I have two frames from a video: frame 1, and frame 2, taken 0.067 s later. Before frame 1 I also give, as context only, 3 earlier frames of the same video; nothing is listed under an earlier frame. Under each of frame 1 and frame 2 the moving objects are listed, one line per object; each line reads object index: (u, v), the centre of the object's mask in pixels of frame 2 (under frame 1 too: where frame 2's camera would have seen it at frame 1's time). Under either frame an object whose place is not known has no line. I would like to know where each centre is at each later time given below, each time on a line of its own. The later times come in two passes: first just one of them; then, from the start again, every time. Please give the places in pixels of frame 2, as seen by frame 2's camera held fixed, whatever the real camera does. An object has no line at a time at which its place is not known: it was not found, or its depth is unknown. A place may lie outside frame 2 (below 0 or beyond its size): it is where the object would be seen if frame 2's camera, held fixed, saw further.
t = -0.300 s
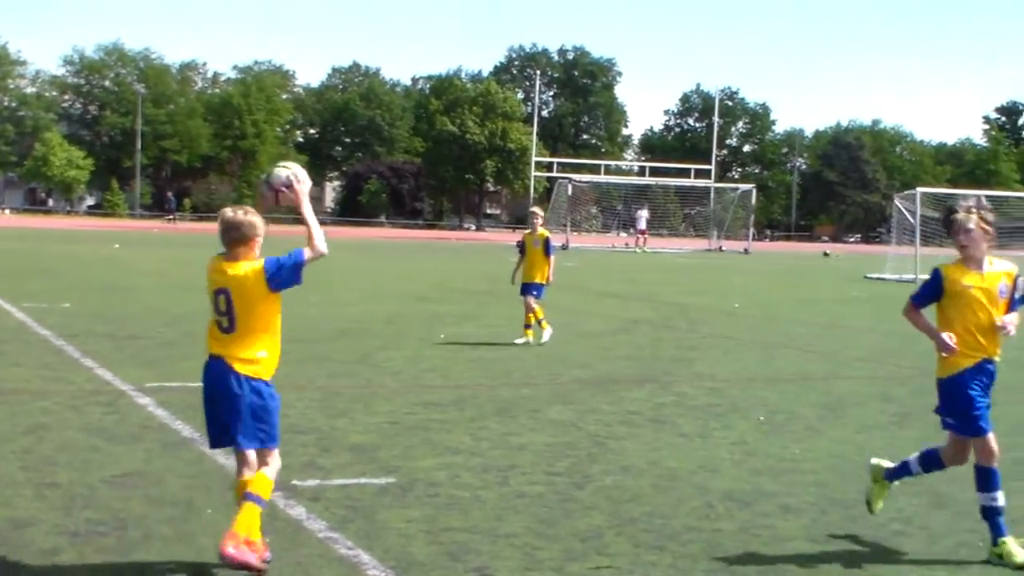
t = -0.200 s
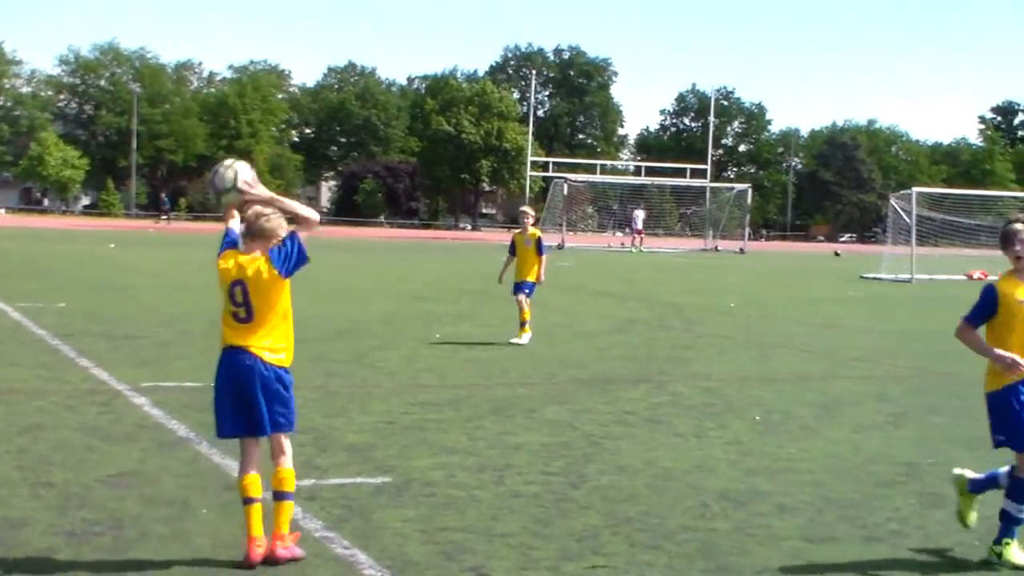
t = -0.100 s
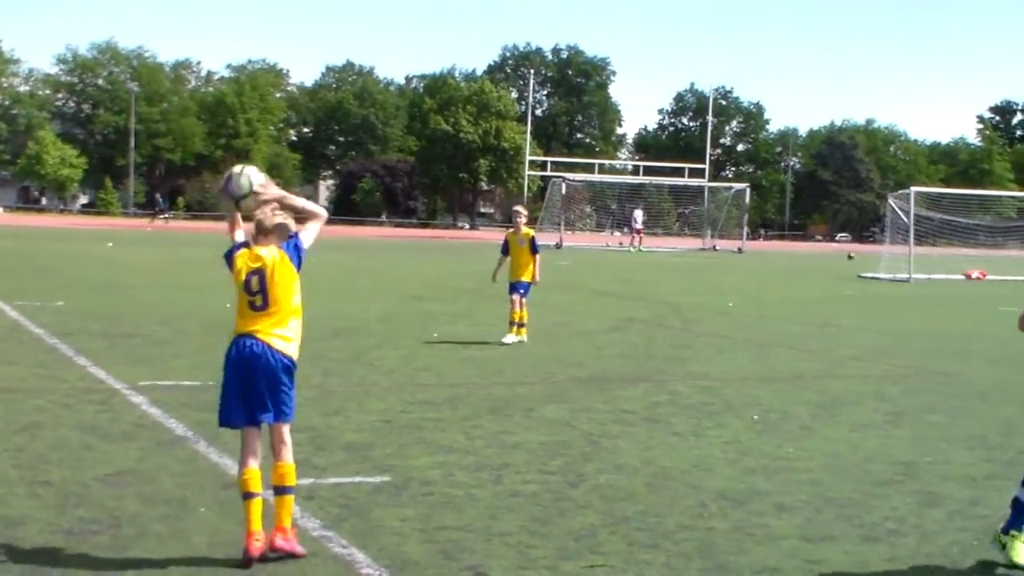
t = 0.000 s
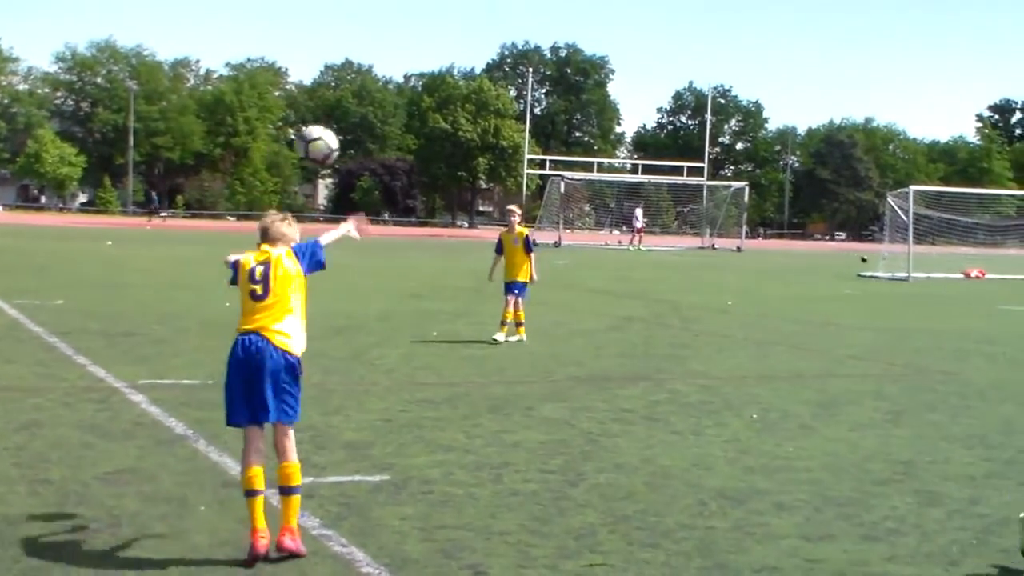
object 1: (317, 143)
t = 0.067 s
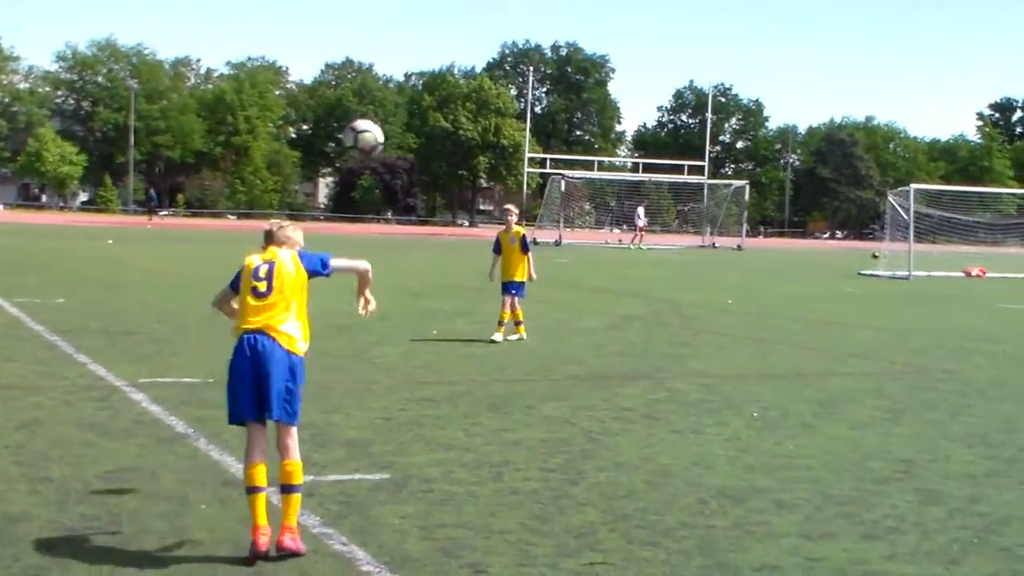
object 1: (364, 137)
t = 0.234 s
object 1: (455, 159)
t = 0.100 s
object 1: (384, 137)
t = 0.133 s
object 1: (404, 140)
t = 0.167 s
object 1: (424, 144)
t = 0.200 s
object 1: (440, 151)
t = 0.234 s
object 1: (455, 159)
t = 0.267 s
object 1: (469, 166)
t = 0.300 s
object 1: (483, 175)
